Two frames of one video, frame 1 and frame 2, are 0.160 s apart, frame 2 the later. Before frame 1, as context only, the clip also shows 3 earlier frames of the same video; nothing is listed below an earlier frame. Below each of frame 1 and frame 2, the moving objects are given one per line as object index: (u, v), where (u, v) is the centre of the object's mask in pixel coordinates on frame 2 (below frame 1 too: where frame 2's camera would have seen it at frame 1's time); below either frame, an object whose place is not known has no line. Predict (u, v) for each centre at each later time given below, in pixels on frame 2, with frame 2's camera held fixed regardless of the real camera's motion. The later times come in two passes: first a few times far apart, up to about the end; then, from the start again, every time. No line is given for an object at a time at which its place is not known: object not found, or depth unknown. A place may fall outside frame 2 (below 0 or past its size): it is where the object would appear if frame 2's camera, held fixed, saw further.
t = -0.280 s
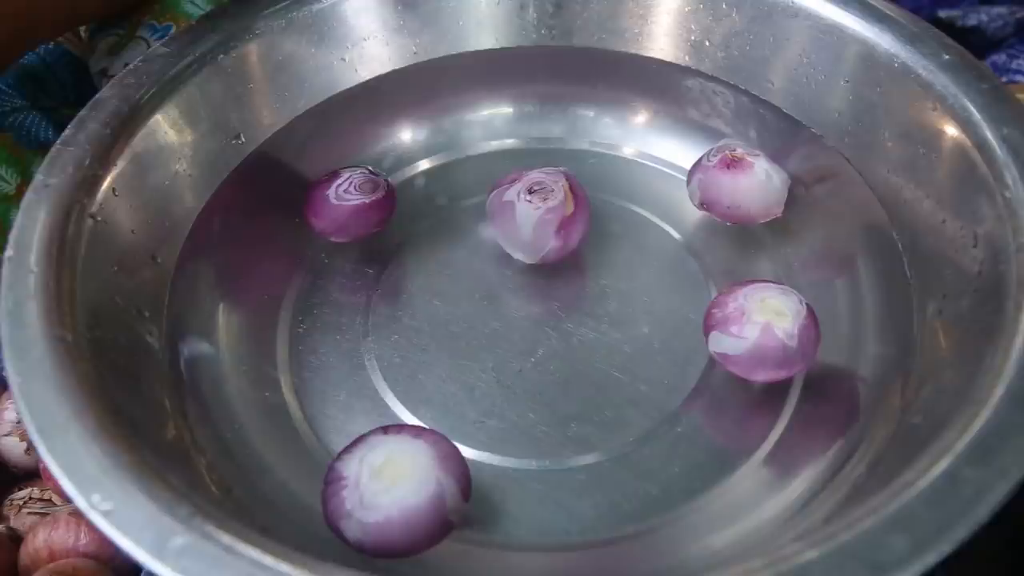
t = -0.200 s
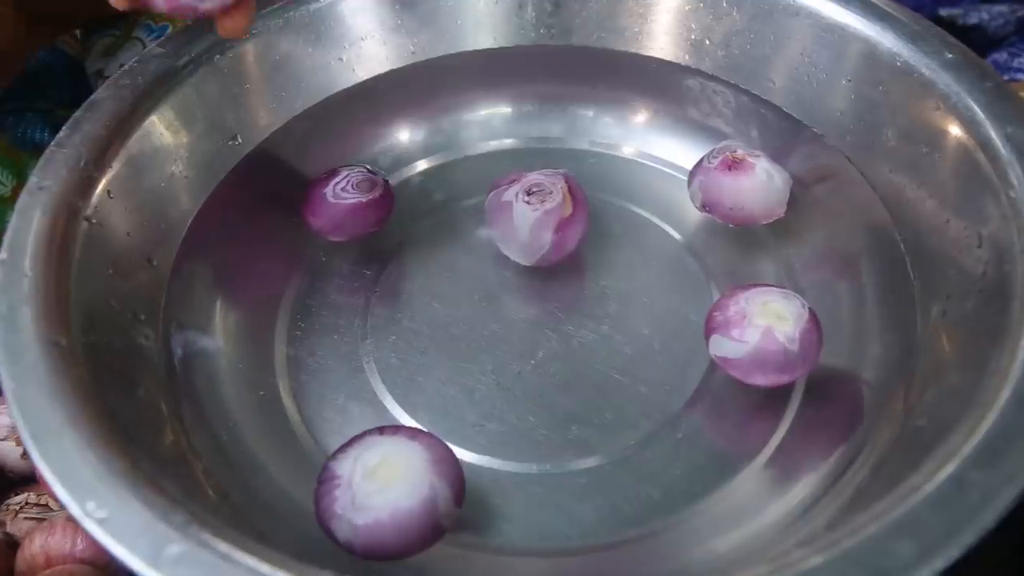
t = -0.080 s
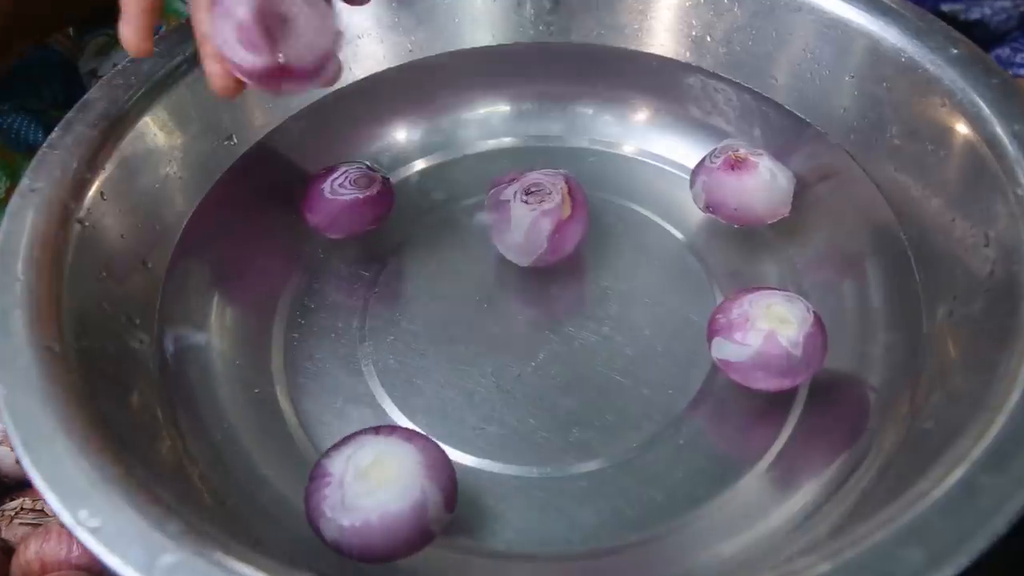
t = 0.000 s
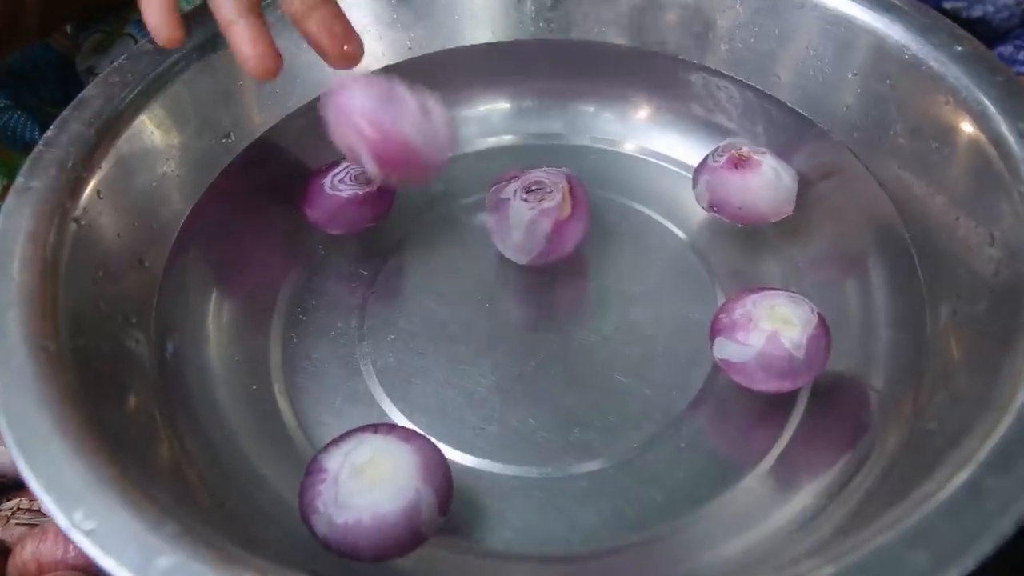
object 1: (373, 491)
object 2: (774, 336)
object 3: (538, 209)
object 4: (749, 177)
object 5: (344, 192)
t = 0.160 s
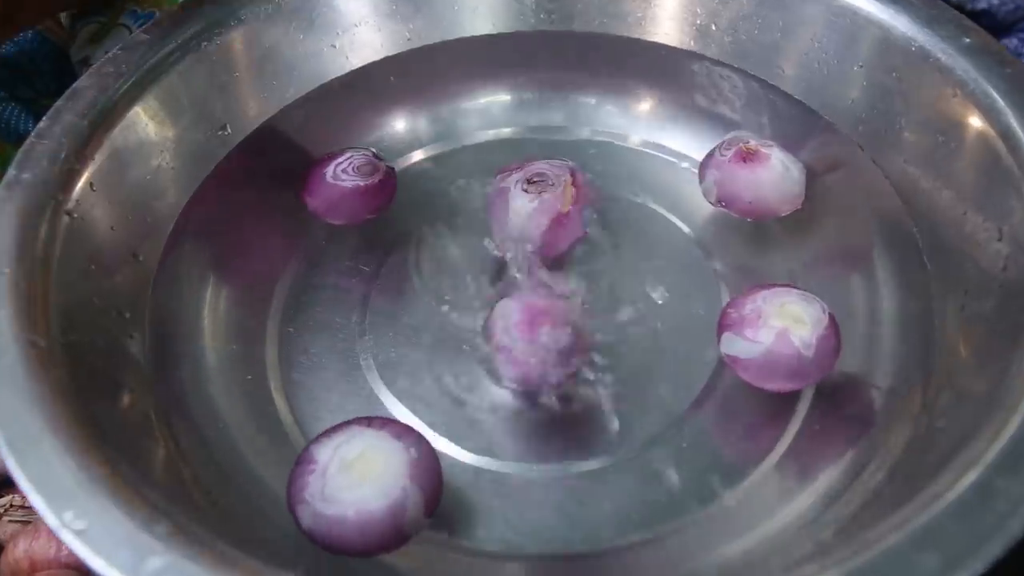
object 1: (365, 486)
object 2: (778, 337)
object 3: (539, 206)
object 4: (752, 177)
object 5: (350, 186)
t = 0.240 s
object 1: (360, 484)
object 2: (784, 338)
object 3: (541, 212)
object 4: (754, 177)
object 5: (352, 185)
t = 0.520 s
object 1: (337, 464)
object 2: (791, 334)
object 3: (528, 219)
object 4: (748, 178)
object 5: (353, 179)
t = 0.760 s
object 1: (327, 450)
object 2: (808, 334)
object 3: (519, 222)
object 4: (743, 178)
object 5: (356, 171)
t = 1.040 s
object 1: (322, 441)
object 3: (526, 229)
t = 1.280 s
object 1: (310, 431)
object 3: (524, 234)
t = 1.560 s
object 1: (292, 416)
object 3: (515, 238)
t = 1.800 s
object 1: (294, 409)
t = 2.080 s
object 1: (284, 395)
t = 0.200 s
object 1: (363, 486)
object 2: (781, 338)
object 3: (541, 204)
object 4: (753, 177)
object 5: (351, 186)
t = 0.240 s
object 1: (360, 484)
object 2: (784, 338)
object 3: (541, 212)
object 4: (754, 177)
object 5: (352, 185)
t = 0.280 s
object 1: (359, 481)
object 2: (785, 338)
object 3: (539, 215)
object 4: (755, 176)
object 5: (352, 186)
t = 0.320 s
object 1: (357, 477)
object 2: (789, 338)
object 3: (537, 216)
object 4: (755, 176)
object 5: (353, 185)
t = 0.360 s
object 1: (354, 474)
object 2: (790, 337)
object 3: (534, 220)
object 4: (755, 177)
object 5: (353, 185)
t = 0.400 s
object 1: (351, 470)
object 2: (789, 336)
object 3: (535, 217)
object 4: (755, 177)
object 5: (355, 185)
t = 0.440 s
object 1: (346, 467)
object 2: (789, 337)
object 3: (532, 217)
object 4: (754, 177)
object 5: (356, 184)
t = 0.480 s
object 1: (341, 462)
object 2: (792, 334)
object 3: (530, 217)
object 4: (751, 177)
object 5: (354, 182)
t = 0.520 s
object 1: (337, 464)
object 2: (791, 334)
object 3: (528, 219)
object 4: (748, 178)
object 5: (353, 179)
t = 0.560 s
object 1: (333, 463)
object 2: (792, 335)
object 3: (526, 219)
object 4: (747, 177)
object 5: (352, 177)
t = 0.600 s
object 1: (333, 460)
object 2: (795, 335)
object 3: (523, 219)
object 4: (748, 176)
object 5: (354, 177)
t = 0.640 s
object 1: (333, 458)
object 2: (799, 334)
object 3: (522, 220)
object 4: (747, 176)
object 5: (353, 176)
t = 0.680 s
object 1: (333, 447)
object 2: (805, 334)
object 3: (521, 222)
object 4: (745, 178)
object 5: (353, 175)
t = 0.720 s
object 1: (329, 451)
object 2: (806, 335)
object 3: (520, 222)
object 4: (744, 177)
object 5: (354, 172)
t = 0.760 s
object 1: (327, 450)
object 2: (808, 334)
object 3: (519, 222)
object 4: (743, 178)
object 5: (356, 171)
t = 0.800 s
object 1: (326, 449)
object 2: (810, 331)
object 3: (519, 221)
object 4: (743, 179)
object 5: (357, 172)
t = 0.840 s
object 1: (324, 450)
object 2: (815, 328)
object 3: (520, 222)
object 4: (744, 178)
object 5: (359, 171)
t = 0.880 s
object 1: (323, 449)
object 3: (522, 224)
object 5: (360, 171)
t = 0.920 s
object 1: (323, 447)
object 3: (524, 226)
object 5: (361, 171)
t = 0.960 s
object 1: (323, 446)
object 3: (525, 228)
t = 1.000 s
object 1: (322, 443)
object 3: (526, 229)
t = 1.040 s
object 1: (322, 441)
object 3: (526, 229)
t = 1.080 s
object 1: (320, 441)
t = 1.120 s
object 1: (317, 441)
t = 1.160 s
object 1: (315, 440)
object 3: (525, 231)
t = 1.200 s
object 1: (314, 437)
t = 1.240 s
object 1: (313, 434)
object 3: (525, 233)
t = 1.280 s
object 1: (310, 431)
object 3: (524, 234)
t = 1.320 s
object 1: (307, 429)
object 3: (522, 233)
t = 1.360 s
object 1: (305, 426)
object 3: (519, 234)
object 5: (371, 163)
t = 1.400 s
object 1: (303, 424)
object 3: (516, 236)
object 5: (370, 162)
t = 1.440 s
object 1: (300, 422)
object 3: (514, 237)
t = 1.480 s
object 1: (297, 419)
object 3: (514, 237)
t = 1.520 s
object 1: (294, 417)
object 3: (515, 237)
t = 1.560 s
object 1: (292, 416)
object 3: (515, 238)
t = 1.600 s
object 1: (292, 414)
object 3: (516, 239)
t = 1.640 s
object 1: (292, 413)
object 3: (517, 241)
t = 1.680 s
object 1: (293, 412)
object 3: (517, 240)
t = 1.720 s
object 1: (294, 411)
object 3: (519, 240)
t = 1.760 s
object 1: (294, 410)
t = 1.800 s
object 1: (294, 409)
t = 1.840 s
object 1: (293, 408)
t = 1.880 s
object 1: (291, 407)
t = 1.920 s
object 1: (290, 405)
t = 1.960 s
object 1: (288, 403)
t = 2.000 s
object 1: (287, 401)
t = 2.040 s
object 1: (286, 398)
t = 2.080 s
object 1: (284, 395)
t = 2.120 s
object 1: (282, 392)
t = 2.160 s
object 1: (281, 389)
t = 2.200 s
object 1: (278, 388)
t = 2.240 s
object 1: (277, 386)
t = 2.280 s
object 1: (275, 384)
